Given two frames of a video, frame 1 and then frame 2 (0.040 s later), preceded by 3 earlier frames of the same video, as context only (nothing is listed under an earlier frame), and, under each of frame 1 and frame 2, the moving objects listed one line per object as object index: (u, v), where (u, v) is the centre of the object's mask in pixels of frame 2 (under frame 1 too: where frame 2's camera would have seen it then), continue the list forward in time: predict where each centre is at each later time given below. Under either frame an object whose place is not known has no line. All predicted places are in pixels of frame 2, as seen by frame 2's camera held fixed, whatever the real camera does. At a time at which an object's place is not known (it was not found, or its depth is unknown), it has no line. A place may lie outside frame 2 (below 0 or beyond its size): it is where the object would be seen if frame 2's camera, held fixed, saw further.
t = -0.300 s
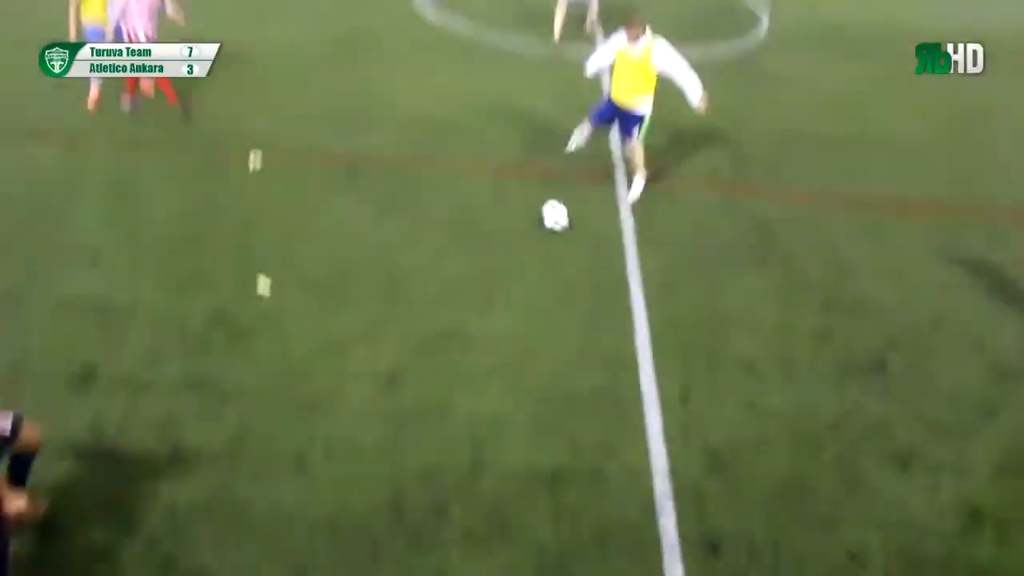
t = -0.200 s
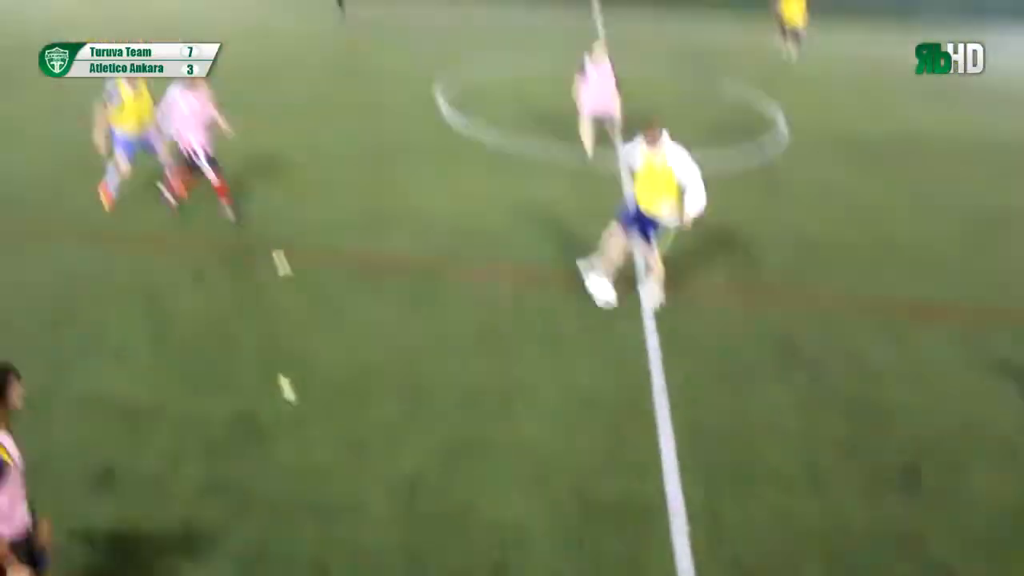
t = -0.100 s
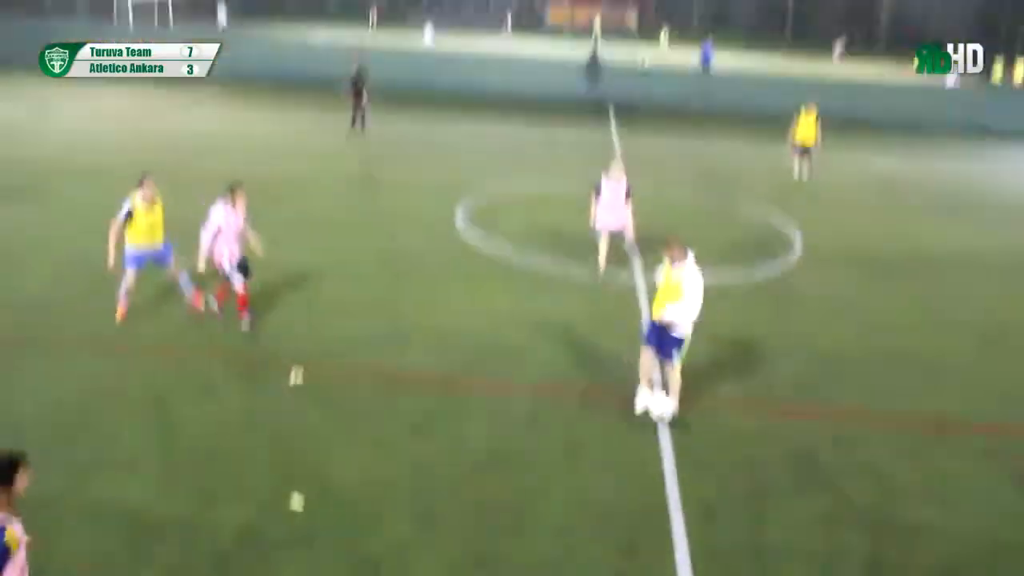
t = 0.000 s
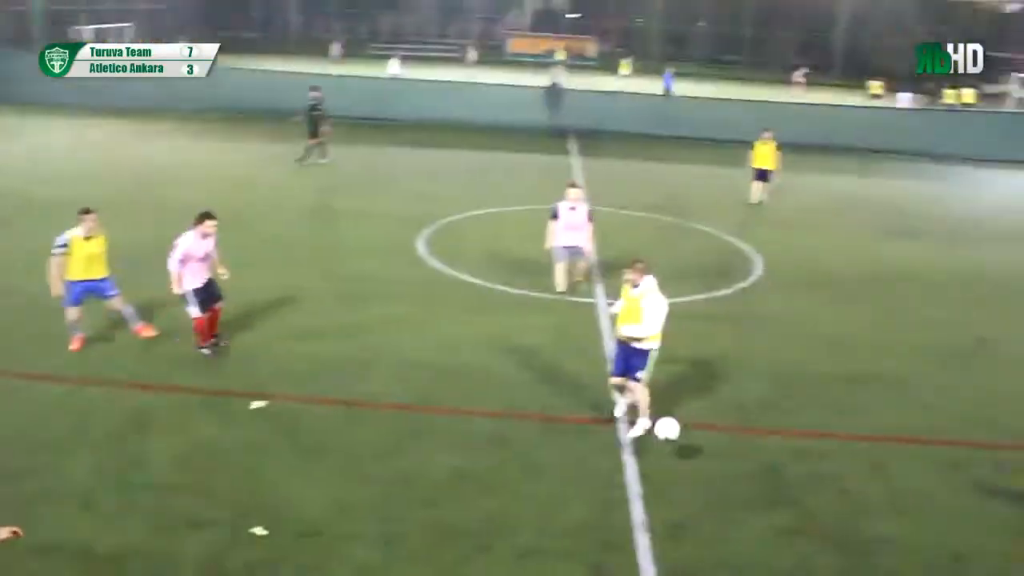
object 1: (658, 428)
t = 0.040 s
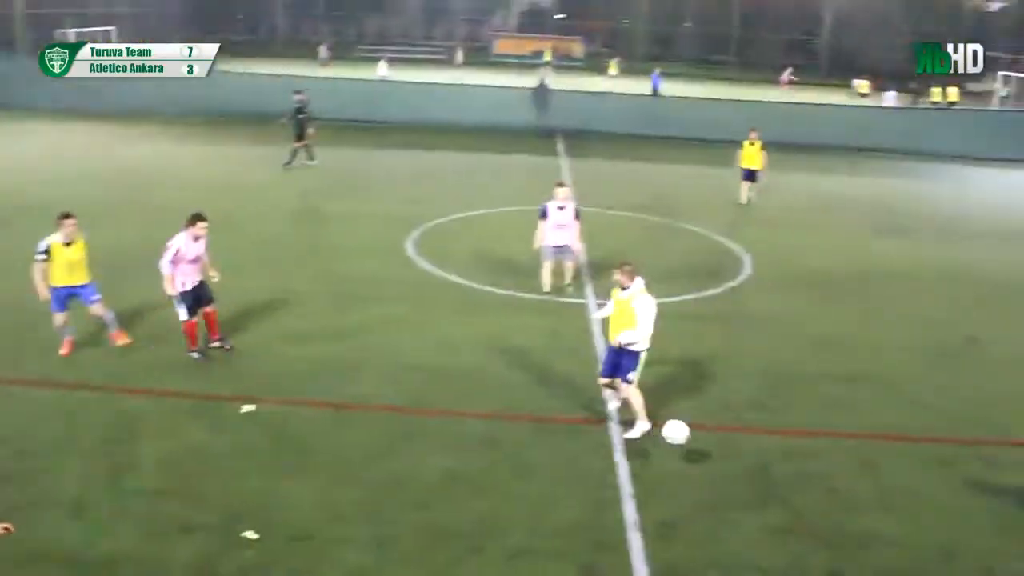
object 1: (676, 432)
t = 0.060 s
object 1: (685, 434)
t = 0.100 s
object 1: (704, 440)
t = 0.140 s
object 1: (722, 448)
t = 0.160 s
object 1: (731, 453)
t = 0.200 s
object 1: (748, 463)
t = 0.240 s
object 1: (767, 475)
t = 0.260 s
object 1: (776, 482)
